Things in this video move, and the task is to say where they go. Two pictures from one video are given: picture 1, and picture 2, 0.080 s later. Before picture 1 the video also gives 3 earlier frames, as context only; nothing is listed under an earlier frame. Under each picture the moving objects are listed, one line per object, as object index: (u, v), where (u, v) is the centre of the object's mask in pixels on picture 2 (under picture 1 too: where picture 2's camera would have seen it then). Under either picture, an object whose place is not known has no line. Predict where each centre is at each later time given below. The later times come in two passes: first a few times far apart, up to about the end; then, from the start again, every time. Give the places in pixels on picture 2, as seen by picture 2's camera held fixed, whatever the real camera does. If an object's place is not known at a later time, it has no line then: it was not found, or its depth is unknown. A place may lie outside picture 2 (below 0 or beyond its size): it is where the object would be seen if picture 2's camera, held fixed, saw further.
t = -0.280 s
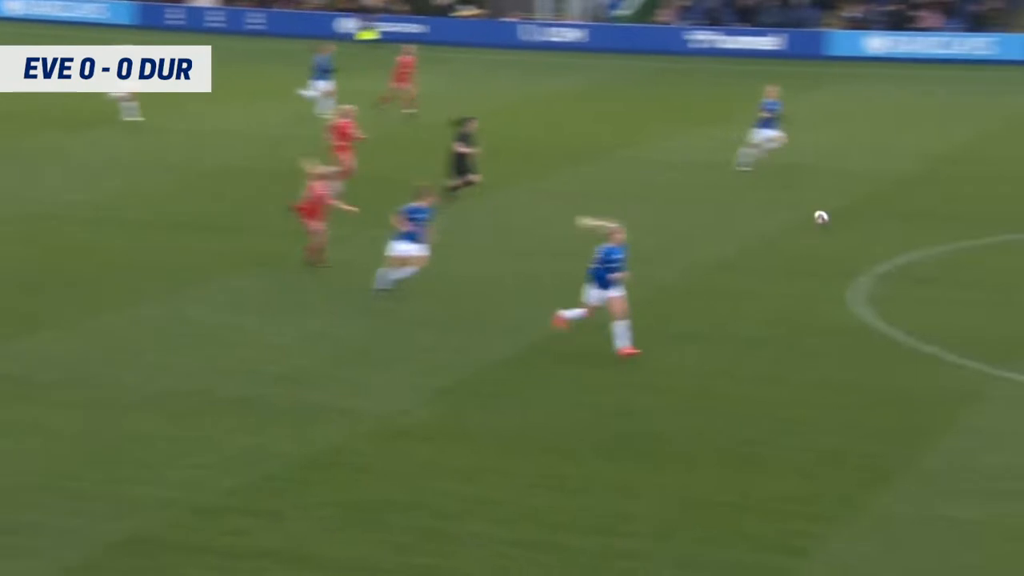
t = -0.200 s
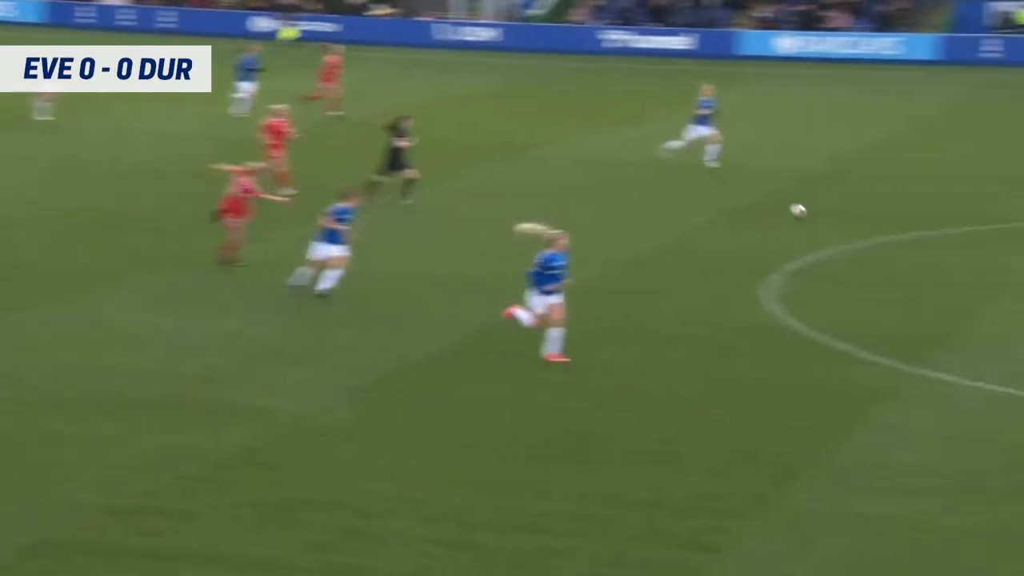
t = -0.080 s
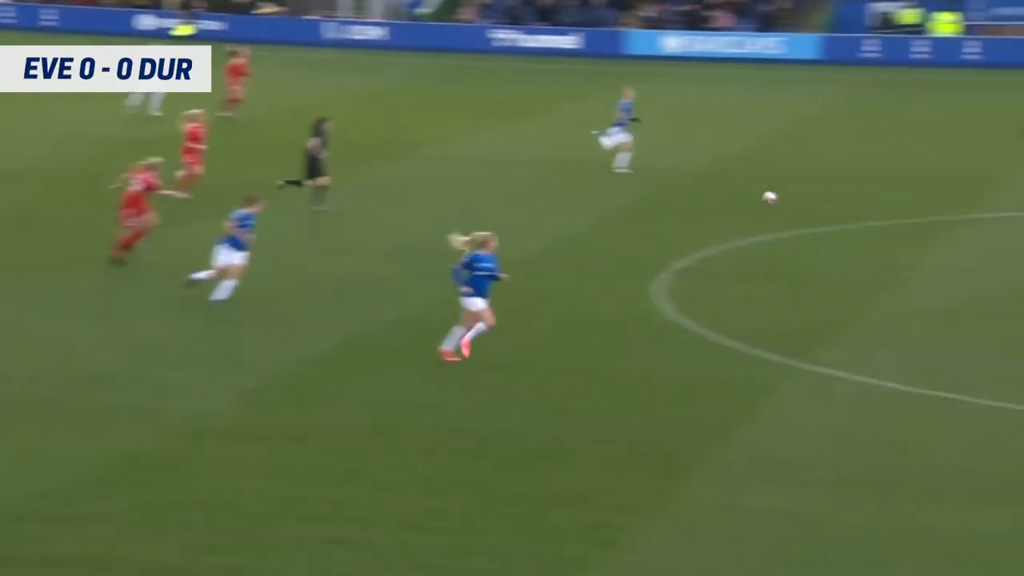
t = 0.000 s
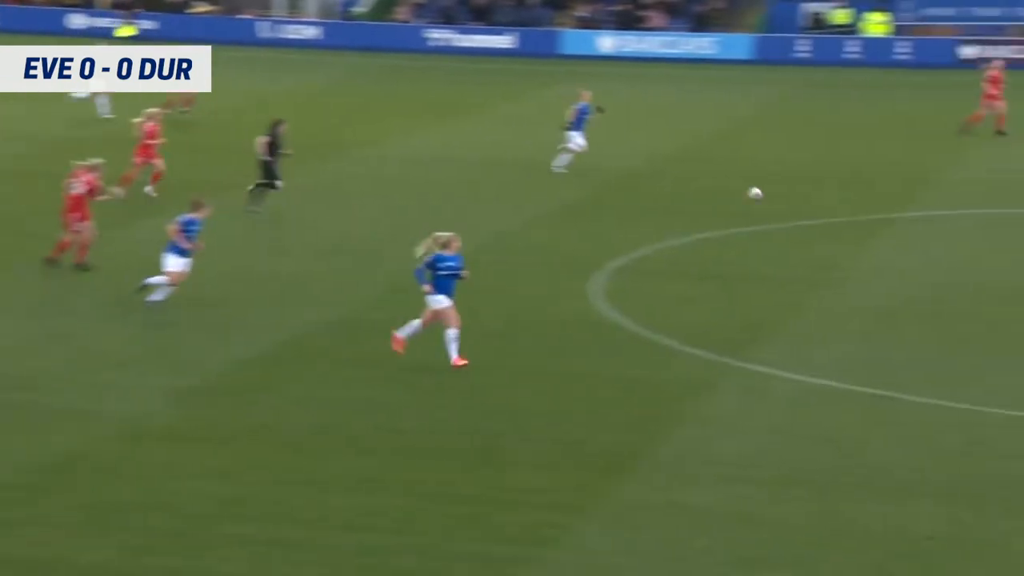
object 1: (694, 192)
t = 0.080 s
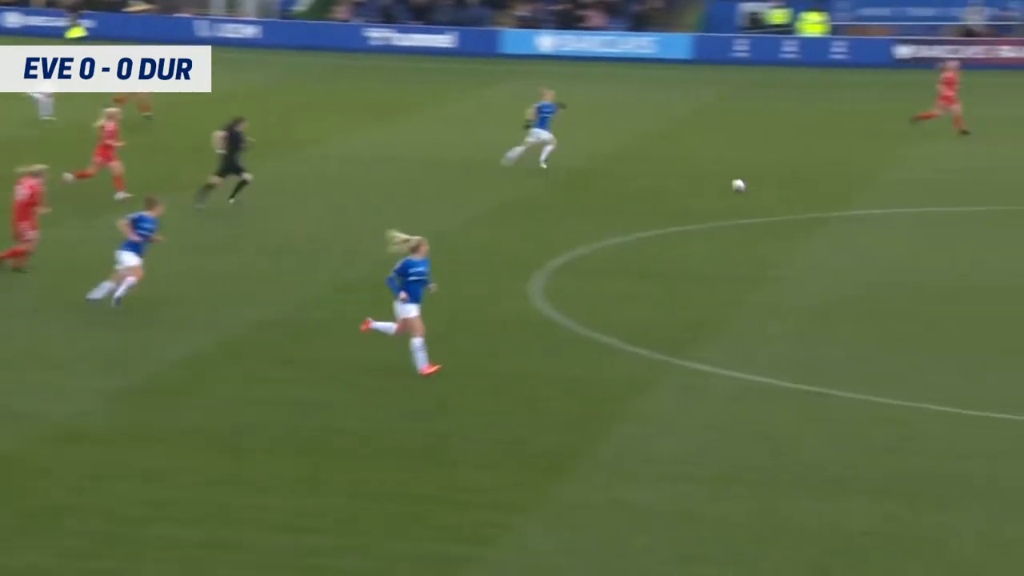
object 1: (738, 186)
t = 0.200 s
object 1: (796, 179)
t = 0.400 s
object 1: (881, 168)
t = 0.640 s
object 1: (963, 160)
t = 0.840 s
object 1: (1021, 153)
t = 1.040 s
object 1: (1073, 148)
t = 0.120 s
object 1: (758, 184)
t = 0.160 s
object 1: (778, 182)
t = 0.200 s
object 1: (796, 179)
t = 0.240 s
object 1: (815, 176)
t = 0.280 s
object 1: (832, 174)
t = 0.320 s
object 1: (850, 173)
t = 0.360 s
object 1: (865, 172)
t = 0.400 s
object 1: (881, 168)
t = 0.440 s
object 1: (895, 166)
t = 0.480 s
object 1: (909, 163)
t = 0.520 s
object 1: (923, 163)
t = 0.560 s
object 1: (937, 163)
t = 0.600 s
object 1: (949, 163)
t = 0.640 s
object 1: (963, 160)
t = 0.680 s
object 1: (975, 158)
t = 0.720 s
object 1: (987, 157)
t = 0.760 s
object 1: (999, 157)
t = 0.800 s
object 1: (1010, 156)
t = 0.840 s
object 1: (1021, 153)
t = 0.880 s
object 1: (1032, 152)
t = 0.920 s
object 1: (1043, 151)
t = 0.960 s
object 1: (1053, 150)
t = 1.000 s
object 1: (1064, 148)
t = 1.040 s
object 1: (1073, 148)
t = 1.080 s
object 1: (1084, 146)
